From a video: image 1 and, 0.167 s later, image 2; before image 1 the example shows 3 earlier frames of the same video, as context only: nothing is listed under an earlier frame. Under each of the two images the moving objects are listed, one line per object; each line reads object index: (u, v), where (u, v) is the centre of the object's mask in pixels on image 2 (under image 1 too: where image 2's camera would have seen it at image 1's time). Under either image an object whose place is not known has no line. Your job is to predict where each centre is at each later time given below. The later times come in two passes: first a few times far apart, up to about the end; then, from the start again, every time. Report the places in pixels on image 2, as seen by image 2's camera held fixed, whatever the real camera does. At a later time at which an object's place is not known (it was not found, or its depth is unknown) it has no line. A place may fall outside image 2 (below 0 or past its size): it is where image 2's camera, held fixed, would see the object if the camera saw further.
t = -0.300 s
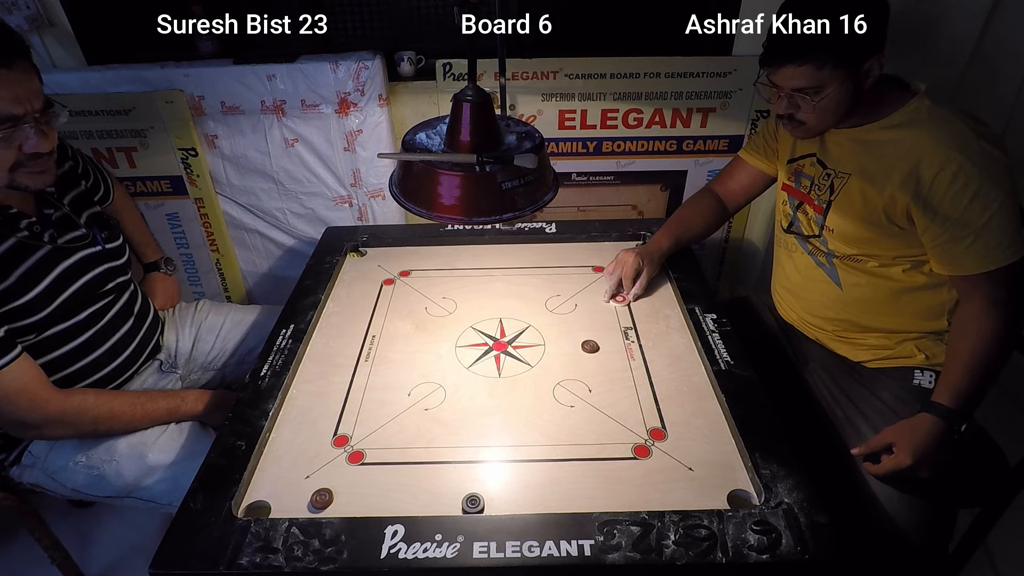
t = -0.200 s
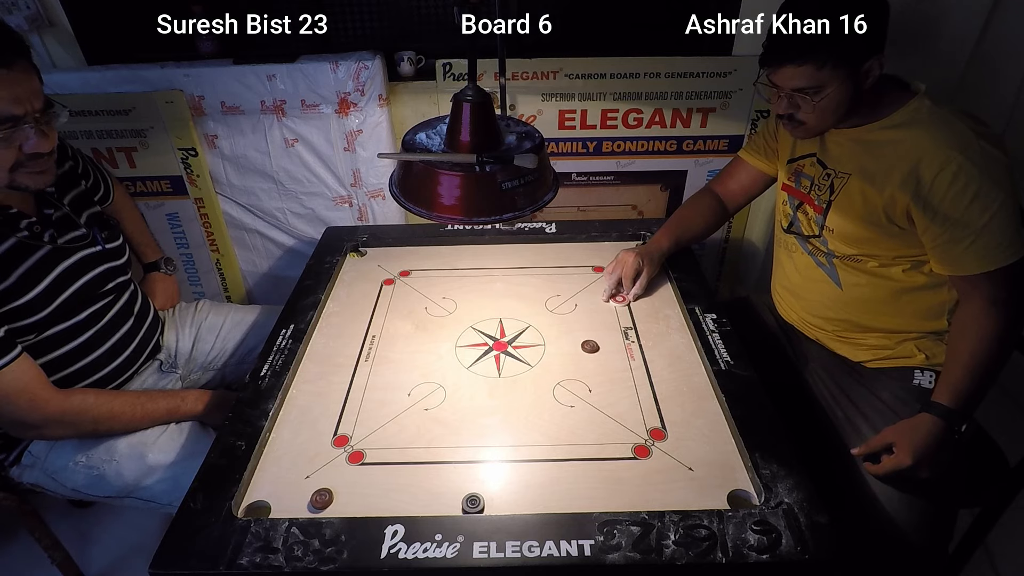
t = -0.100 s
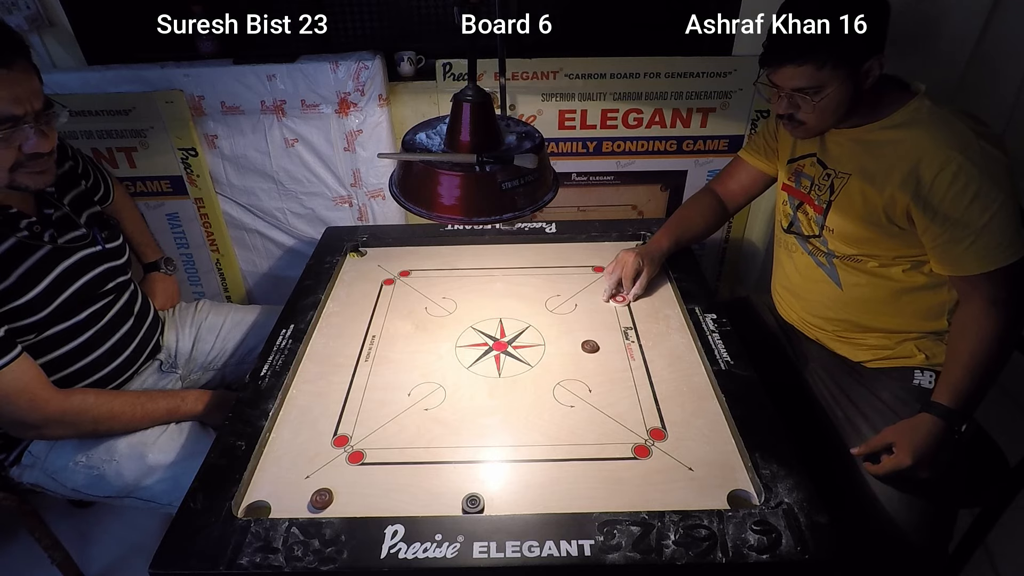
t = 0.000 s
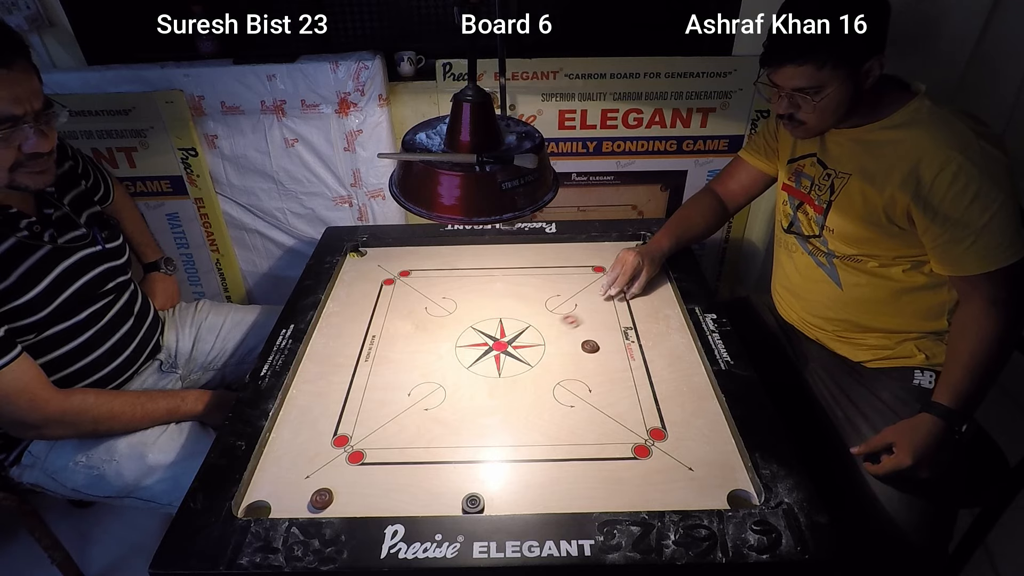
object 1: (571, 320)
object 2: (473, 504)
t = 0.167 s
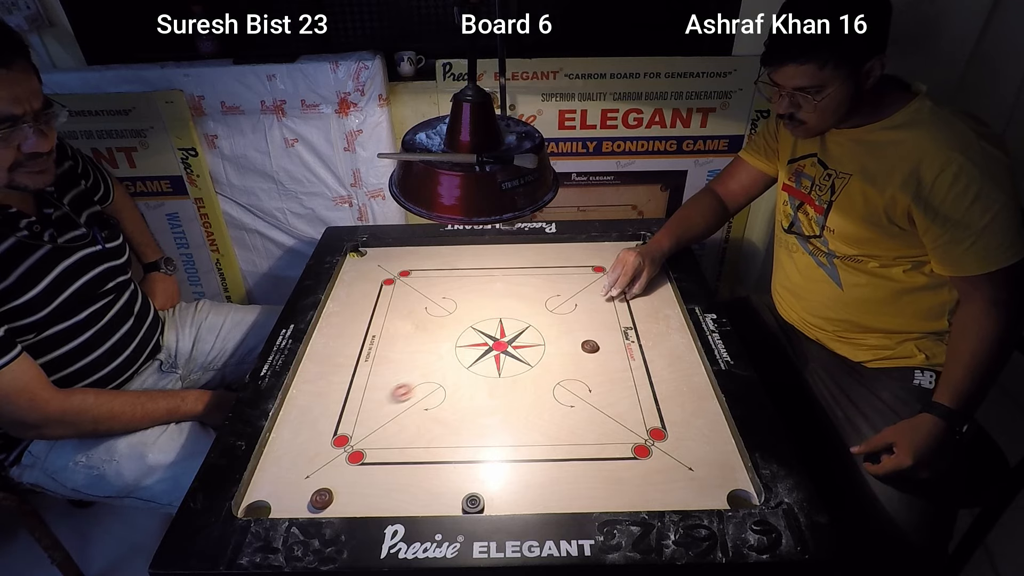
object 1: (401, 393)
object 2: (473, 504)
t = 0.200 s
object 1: (363, 408)
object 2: (473, 504)
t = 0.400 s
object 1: (372, 495)
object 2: (473, 504)
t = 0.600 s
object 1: (505, 454)
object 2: (501, 505)
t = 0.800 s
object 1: (575, 403)
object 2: (525, 494)
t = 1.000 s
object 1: (623, 366)
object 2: (527, 493)
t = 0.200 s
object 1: (363, 408)
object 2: (473, 504)
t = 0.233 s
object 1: (324, 425)
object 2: (473, 504)
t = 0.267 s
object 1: (284, 442)
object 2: (473, 504)
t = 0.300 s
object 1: (295, 456)
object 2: (473, 504)
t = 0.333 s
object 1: (320, 469)
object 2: (473, 504)
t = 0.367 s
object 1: (346, 482)
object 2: (473, 504)
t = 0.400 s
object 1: (372, 495)
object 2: (473, 504)
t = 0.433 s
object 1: (399, 506)
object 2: (473, 504)
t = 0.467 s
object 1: (426, 502)
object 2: (473, 504)
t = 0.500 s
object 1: (451, 492)
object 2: (473, 504)
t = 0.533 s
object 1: (471, 478)
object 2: (484, 507)
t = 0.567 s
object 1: (488, 466)
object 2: (493, 507)
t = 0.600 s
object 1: (505, 454)
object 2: (501, 505)
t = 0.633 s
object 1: (520, 443)
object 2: (508, 502)
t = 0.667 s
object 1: (527, 438)
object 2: (511, 501)
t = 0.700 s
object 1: (540, 428)
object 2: (516, 499)
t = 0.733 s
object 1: (553, 419)
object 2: (520, 497)
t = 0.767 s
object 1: (564, 411)
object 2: (523, 495)
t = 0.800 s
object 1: (575, 403)
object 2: (525, 494)
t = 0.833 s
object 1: (584, 396)
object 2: (526, 493)
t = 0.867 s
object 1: (594, 389)
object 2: (527, 493)
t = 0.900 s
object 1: (602, 382)
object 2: (527, 493)
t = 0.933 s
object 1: (610, 376)
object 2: (527, 493)
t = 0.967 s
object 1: (617, 371)
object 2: (527, 493)
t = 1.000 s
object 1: (623, 366)
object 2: (527, 493)
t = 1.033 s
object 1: (629, 361)
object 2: (527, 493)
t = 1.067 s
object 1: (634, 357)
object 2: (527, 493)
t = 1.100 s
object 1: (639, 353)
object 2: (527, 493)
